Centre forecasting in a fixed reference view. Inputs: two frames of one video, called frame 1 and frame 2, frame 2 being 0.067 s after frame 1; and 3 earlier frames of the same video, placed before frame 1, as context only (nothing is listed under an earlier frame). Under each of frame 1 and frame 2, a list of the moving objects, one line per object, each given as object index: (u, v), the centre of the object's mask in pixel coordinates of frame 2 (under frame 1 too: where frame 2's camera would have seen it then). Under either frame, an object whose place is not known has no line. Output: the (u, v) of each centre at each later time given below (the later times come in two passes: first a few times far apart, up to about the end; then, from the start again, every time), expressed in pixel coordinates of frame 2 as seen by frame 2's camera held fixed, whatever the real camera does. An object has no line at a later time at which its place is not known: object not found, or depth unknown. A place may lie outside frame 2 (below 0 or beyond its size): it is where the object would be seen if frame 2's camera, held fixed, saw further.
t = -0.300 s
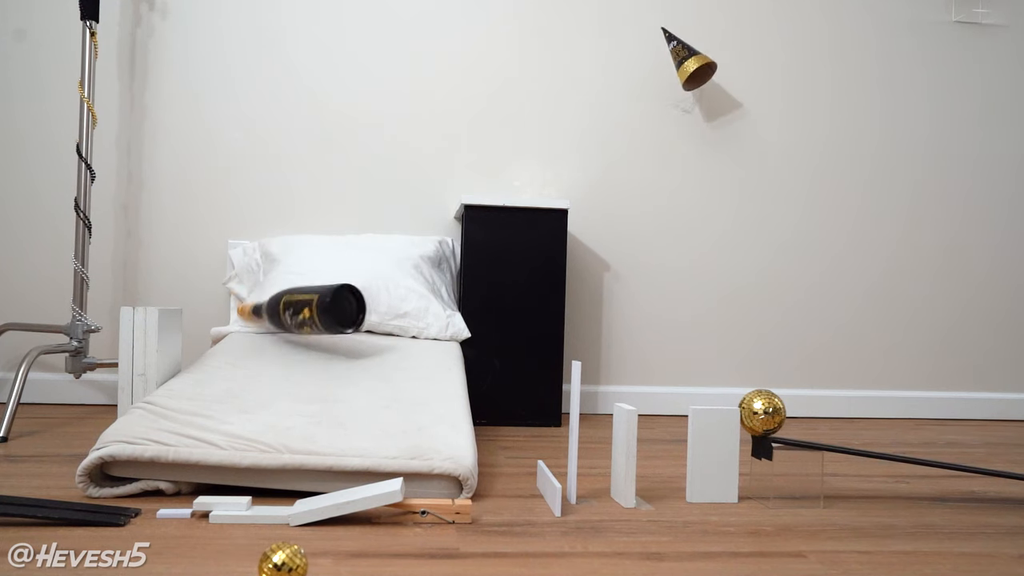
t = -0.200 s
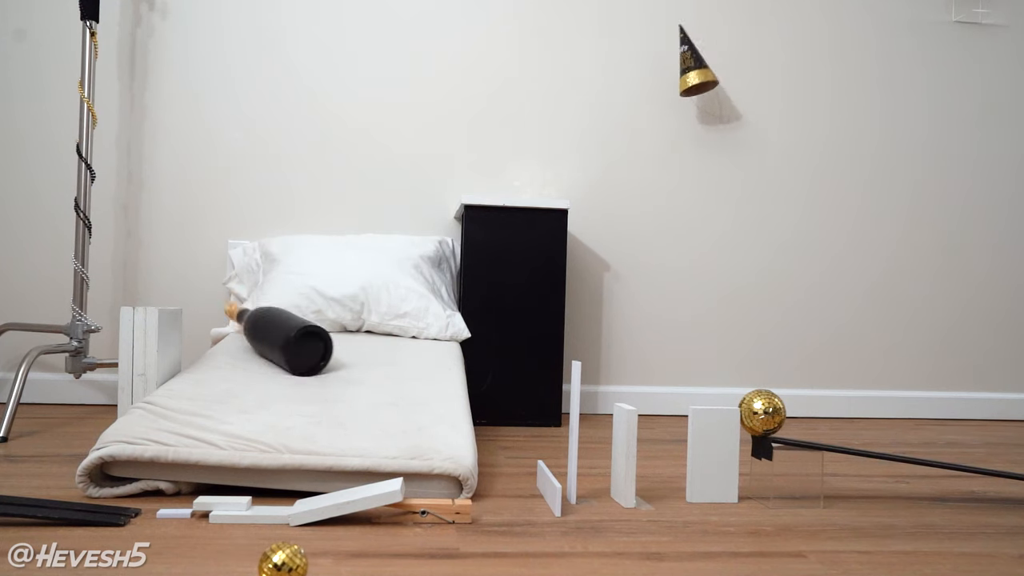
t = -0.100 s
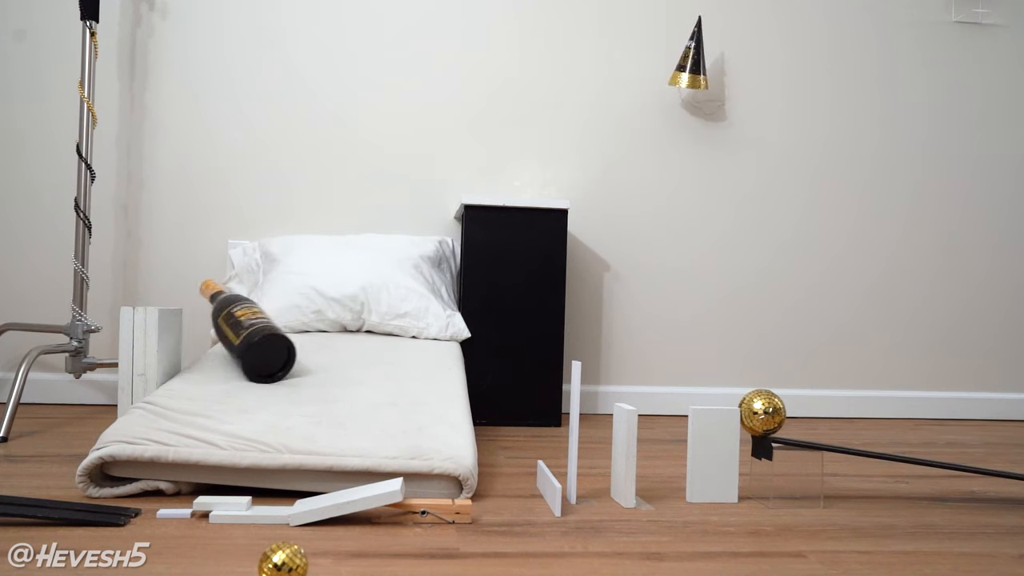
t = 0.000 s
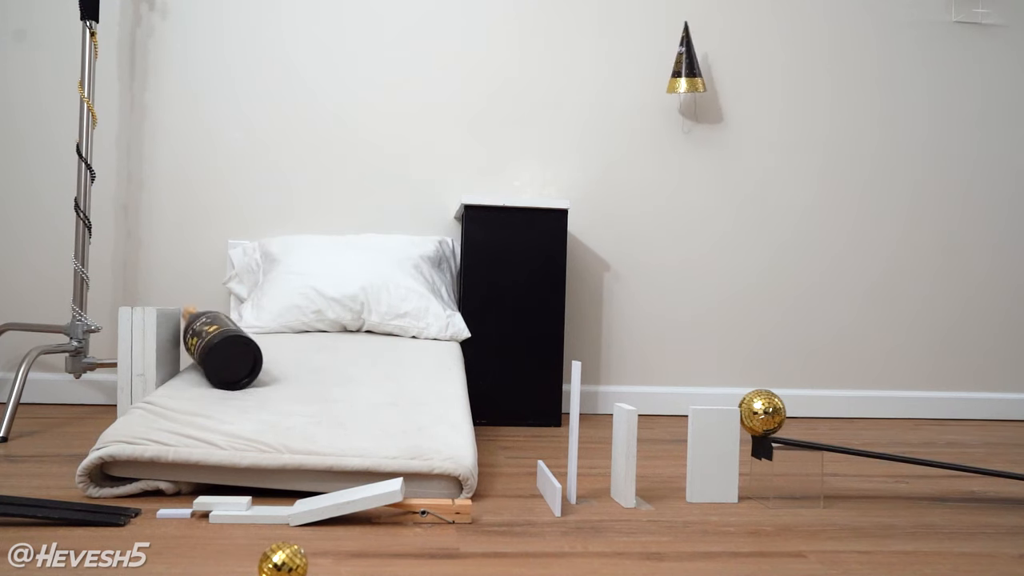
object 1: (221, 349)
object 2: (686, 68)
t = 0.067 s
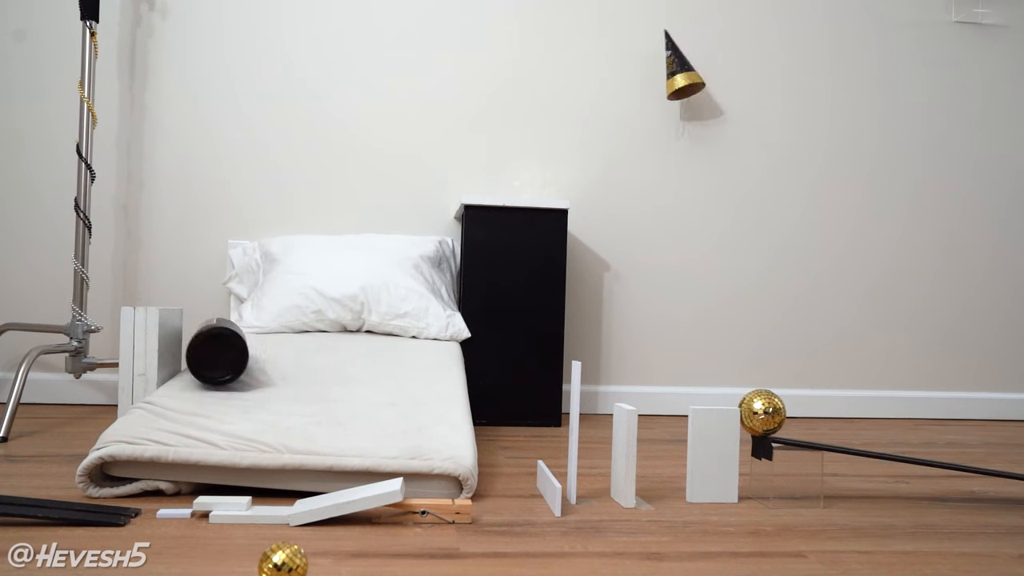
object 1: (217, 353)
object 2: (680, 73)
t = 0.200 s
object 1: (208, 356)
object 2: (661, 77)
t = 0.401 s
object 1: (224, 356)
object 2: (624, 75)
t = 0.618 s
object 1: (248, 363)
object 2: (583, 76)
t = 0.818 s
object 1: (277, 369)
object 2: (554, 71)
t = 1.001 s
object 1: (305, 376)
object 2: (540, 65)
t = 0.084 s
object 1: (214, 352)
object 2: (678, 73)
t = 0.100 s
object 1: (212, 352)
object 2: (676, 73)
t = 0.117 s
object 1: (210, 352)
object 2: (674, 73)
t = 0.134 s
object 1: (208, 352)
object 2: (671, 74)
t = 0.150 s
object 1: (208, 354)
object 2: (669, 74)
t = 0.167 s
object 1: (208, 355)
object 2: (666, 75)
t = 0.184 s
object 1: (208, 355)
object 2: (664, 76)
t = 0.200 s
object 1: (208, 356)
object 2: (661, 77)
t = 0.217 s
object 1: (209, 356)
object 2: (658, 77)
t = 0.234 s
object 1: (210, 355)
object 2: (655, 76)
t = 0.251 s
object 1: (211, 356)
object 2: (652, 74)
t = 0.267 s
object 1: (212, 356)
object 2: (649, 74)
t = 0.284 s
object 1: (213, 356)
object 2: (646, 73)
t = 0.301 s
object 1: (215, 356)
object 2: (643, 73)
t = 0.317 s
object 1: (216, 356)
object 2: (640, 73)
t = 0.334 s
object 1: (218, 356)
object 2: (637, 73)
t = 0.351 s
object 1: (220, 356)
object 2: (634, 73)
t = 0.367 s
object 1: (221, 356)
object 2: (631, 74)
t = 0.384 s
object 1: (223, 356)
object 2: (627, 75)
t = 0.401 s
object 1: (224, 356)
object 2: (624, 75)
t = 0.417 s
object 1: (226, 357)
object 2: (621, 76)
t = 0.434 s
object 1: (228, 357)
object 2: (618, 78)
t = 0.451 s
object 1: (229, 357)
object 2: (614, 79)
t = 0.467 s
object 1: (231, 358)
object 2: (611, 79)
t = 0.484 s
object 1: (233, 358)
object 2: (608, 78)
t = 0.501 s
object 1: (235, 359)
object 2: (605, 78)
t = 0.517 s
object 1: (236, 359)
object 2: (602, 78)
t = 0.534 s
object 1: (238, 359)
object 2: (598, 77)
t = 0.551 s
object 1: (240, 360)
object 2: (595, 77)
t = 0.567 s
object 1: (242, 360)
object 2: (592, 77)
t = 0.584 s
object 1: (244, 362)
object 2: (589, 77)
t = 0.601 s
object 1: (246, 362)
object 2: (586, 77)
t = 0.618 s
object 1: (248, 363)
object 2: (583, 76)
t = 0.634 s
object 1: (251, 363)
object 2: (580, 74)
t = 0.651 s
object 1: (253, 364)
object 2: (578, 72)
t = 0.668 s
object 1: (256, 364)
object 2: (575, 71)
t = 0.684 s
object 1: (258, 365)
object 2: (573, 70)
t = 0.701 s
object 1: (261, 365)
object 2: (570, 69)
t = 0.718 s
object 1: (263, 366)
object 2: (568, 69)
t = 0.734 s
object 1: (265, 367)
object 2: (565, 69)
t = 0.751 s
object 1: (268, 367)
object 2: (563, 68)
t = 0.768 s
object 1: (270, 368)
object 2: (560, 68)
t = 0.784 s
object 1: (272, 368)
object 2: (558, 69)
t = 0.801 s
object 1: (275, 369)
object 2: (556, 70)
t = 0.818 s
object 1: (277, 369)
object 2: (554, 71)
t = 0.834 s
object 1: (279, 370)
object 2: (552, 71)
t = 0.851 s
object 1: (282, 370)
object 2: (550, 70)
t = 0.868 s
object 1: (284, 371)
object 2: (548, 69)
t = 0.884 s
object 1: (286, 371)
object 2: (547, 69)
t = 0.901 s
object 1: (289, 372)
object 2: (545, 68)
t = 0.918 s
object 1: (291, 372)
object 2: (544, 68)
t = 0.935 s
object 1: (294, 373)
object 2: (543, 67)
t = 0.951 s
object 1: (297, 373)
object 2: (542, 67)
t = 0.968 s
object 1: (299, 374)
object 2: (541, 67)
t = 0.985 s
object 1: (302, 375)
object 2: (540, 66)
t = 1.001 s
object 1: (305, 376)
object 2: (540, 65)
